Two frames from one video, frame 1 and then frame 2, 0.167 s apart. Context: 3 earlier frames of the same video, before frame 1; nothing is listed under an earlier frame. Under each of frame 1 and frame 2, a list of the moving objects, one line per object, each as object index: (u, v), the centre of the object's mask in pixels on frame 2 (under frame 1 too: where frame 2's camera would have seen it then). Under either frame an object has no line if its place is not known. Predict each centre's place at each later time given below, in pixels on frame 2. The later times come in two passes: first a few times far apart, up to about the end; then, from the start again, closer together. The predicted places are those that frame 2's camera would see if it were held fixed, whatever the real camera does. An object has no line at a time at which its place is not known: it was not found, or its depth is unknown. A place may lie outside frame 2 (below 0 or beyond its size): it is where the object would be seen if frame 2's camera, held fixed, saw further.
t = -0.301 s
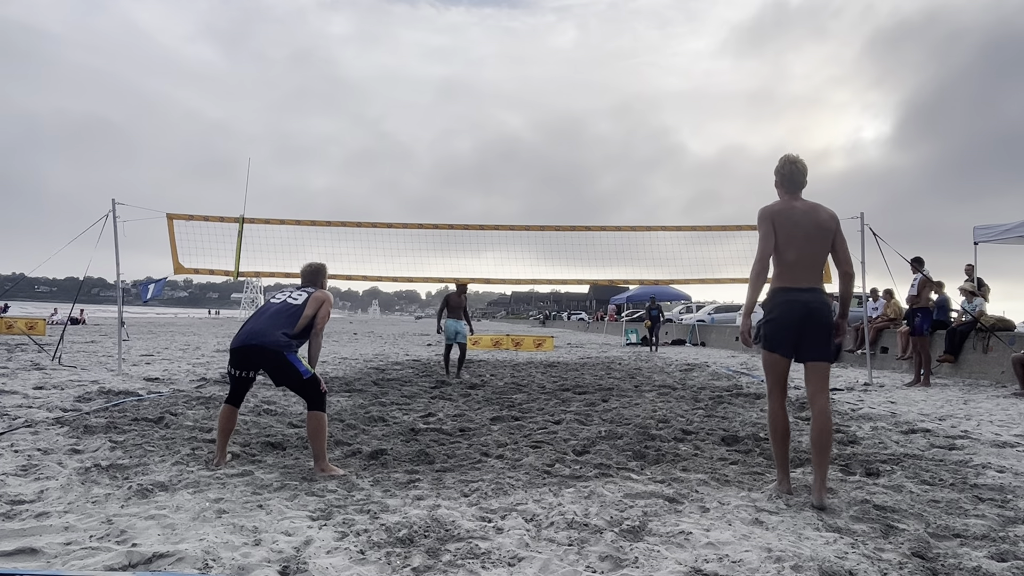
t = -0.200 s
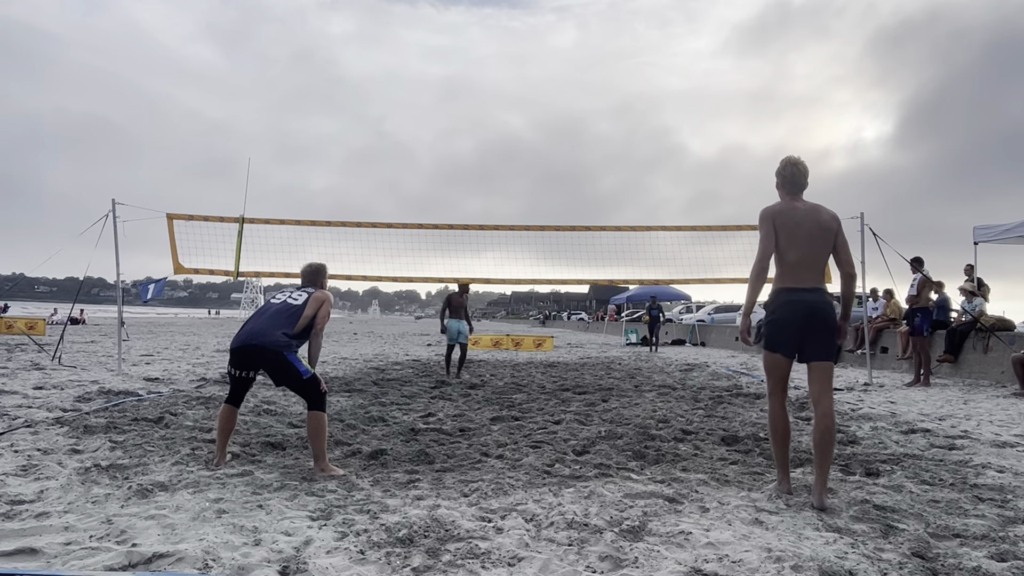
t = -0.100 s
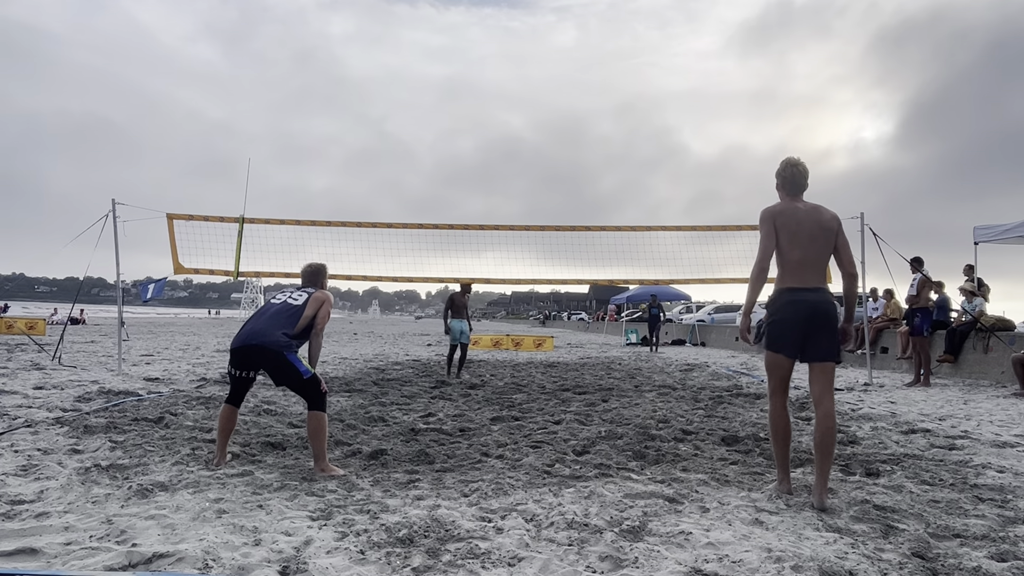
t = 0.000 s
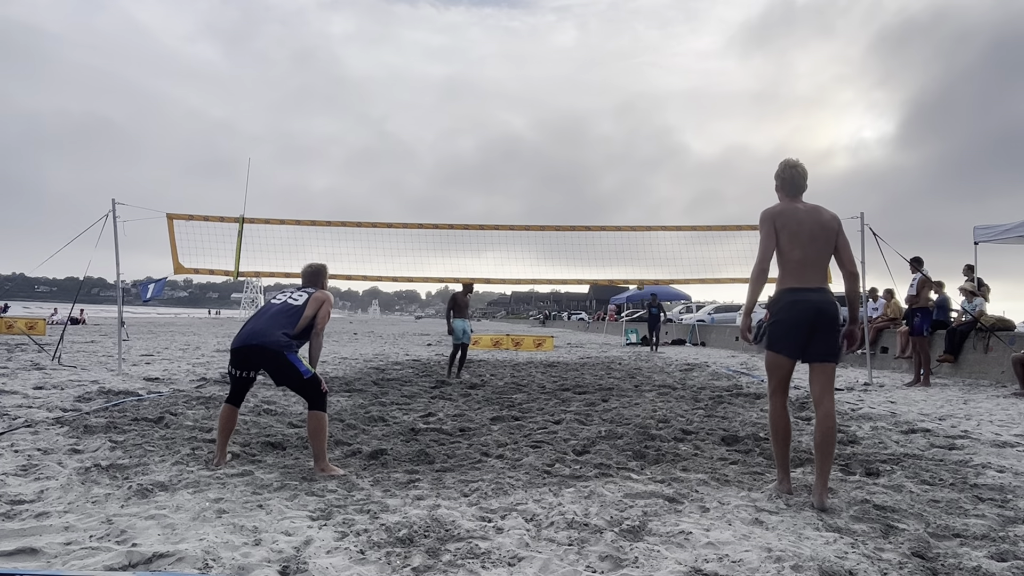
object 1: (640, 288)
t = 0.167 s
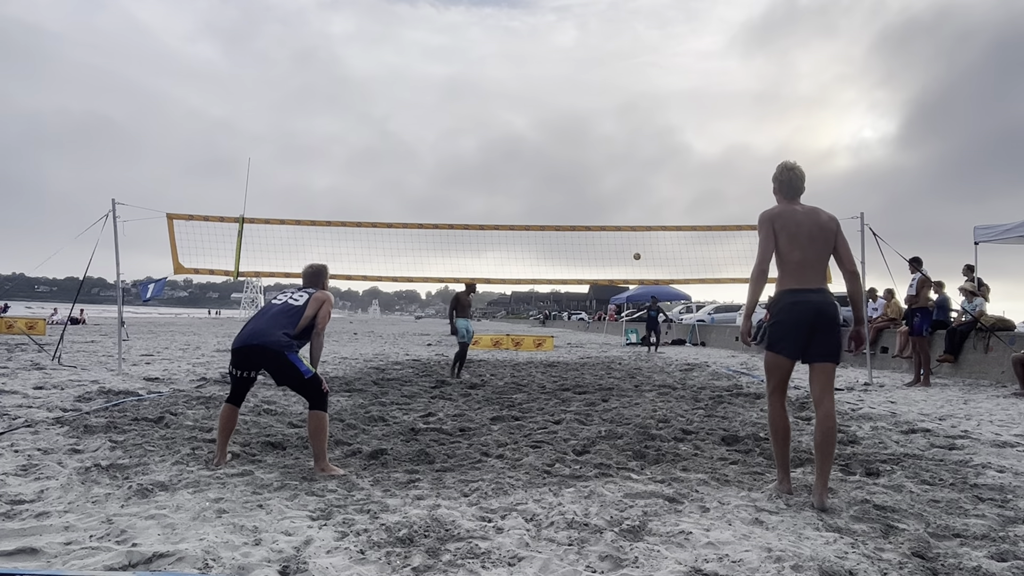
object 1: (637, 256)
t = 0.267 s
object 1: (635, 242)
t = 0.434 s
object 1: (633, 226)
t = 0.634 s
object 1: (633, 223)
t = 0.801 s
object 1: (633, 232)
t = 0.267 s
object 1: (635, 242)
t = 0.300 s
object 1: (635, 238)
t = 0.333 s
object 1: (634, 235)
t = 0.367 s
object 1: (634, 232)
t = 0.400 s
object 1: (633, 231)
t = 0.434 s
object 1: (633, 226)
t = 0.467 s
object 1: (633, 224)
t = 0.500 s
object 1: (633, 224)
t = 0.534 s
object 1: (633, 223)
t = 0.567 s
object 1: (633, 223)
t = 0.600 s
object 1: (633, 223)
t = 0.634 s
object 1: (633, 223)
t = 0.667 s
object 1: (633, 223)
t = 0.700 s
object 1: (633, 224)
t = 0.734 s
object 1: (633, 225)
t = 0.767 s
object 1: (633, 228)
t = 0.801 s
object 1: (633, 232)
